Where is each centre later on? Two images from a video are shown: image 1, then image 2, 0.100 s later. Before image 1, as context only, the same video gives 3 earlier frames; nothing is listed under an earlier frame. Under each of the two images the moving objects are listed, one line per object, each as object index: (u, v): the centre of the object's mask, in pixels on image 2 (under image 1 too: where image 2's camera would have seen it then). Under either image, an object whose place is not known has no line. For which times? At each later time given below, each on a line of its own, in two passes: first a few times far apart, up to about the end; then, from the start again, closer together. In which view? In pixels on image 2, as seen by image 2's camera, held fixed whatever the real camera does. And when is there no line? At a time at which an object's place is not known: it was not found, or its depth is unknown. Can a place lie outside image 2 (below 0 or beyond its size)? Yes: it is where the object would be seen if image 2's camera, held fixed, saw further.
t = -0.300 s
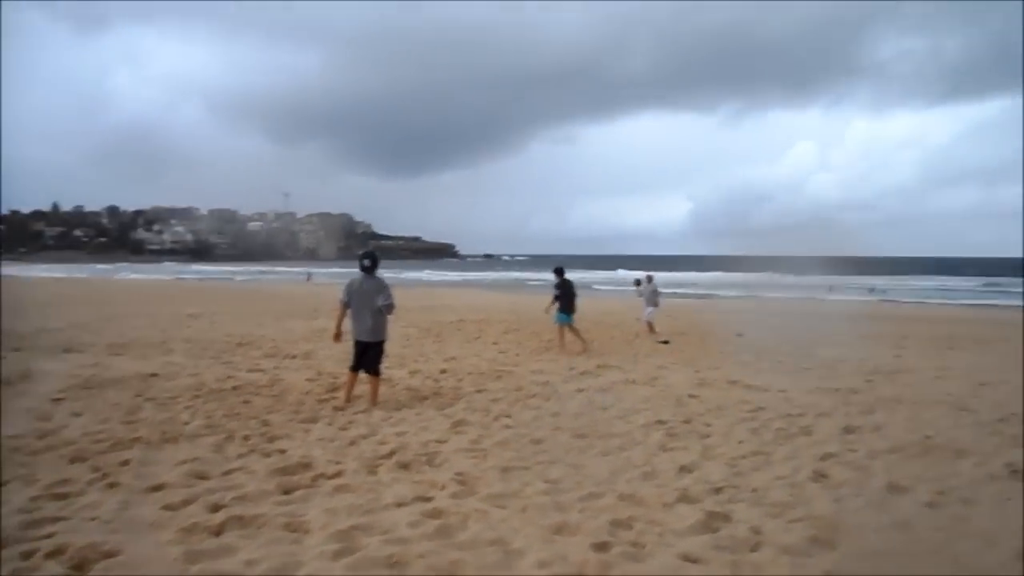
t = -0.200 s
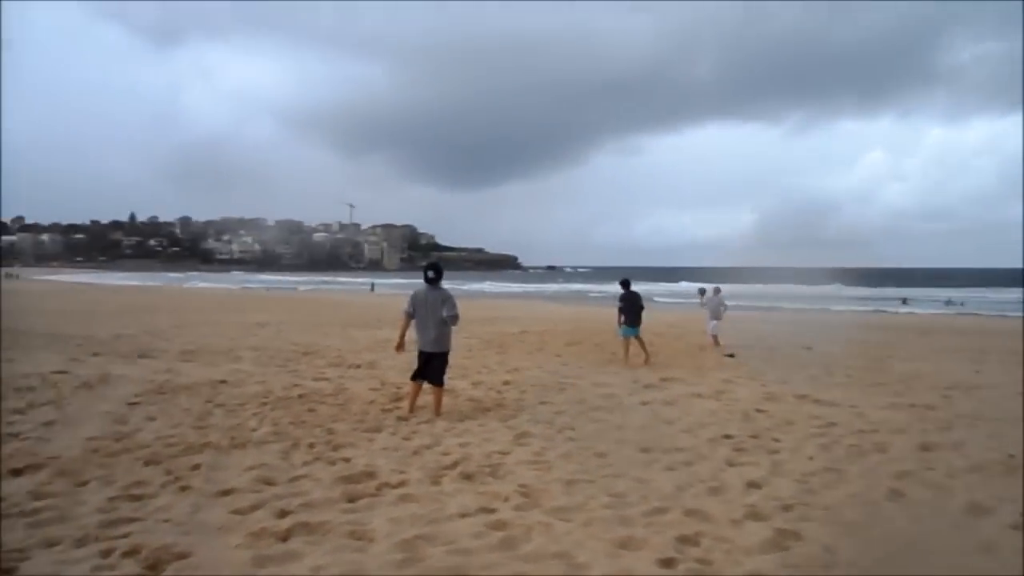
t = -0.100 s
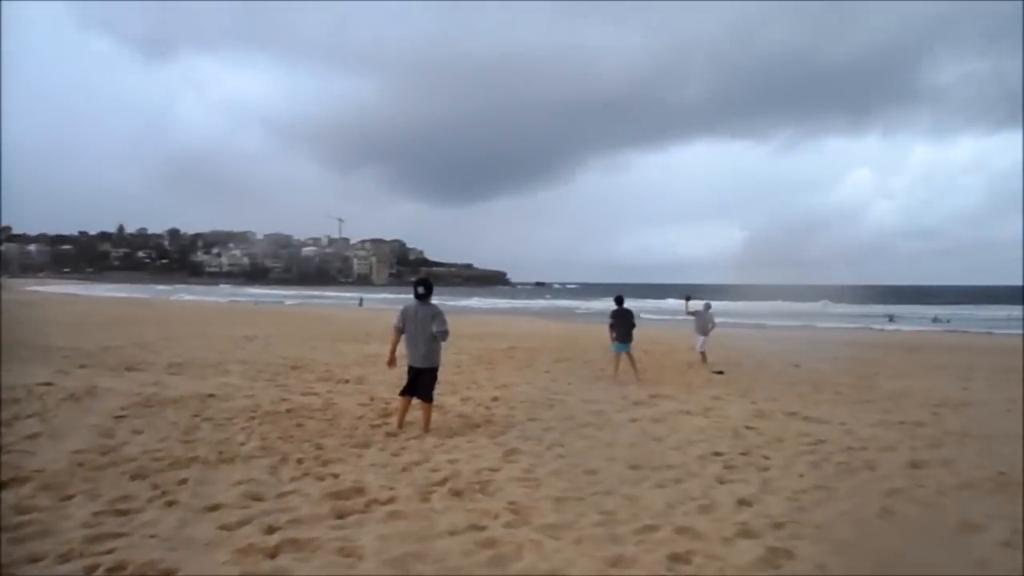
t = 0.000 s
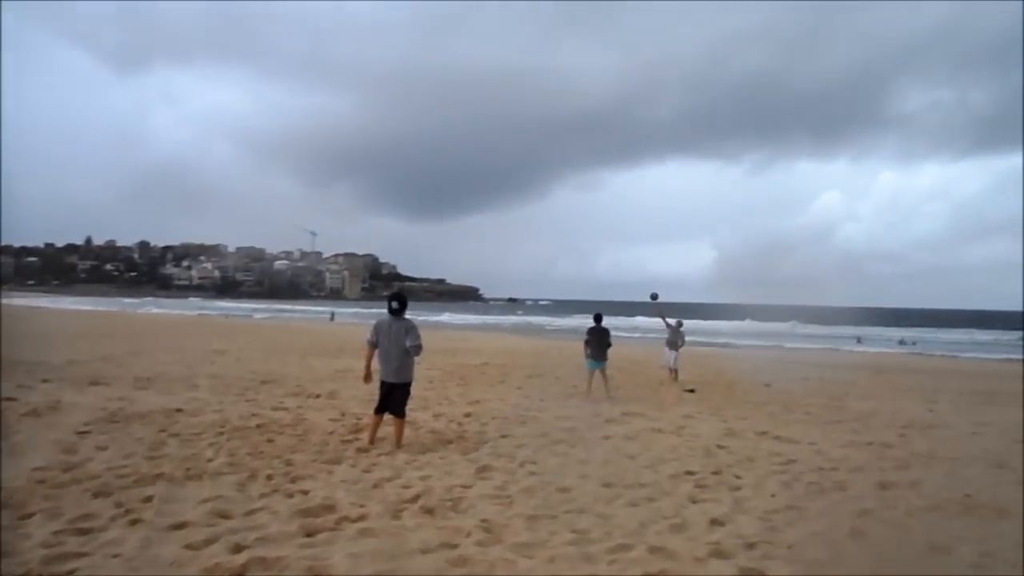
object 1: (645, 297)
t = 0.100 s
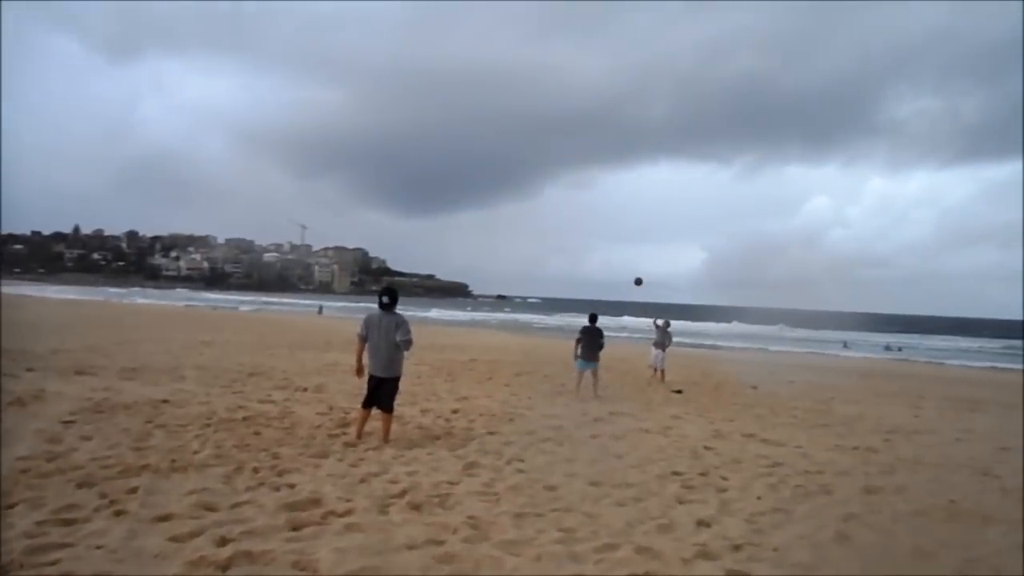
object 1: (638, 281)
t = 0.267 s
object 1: (623, 261)
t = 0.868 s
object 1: (576, 313)
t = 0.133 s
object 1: (635, 277)
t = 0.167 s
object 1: (632, 272)
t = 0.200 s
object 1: (629, 269)
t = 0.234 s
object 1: (626, 265)
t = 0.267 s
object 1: (623, 261)
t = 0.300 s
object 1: (620, 259)
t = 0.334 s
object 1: (618, 258)
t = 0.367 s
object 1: (615, 257)
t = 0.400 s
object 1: (613, 257)
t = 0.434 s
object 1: (610, 258)
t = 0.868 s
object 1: (576, 313)
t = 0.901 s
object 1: (566, 323)
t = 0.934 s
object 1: (561, 333)
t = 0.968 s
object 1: (553, 345)
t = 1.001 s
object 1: (547, 359)
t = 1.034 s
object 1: (542, 375)
